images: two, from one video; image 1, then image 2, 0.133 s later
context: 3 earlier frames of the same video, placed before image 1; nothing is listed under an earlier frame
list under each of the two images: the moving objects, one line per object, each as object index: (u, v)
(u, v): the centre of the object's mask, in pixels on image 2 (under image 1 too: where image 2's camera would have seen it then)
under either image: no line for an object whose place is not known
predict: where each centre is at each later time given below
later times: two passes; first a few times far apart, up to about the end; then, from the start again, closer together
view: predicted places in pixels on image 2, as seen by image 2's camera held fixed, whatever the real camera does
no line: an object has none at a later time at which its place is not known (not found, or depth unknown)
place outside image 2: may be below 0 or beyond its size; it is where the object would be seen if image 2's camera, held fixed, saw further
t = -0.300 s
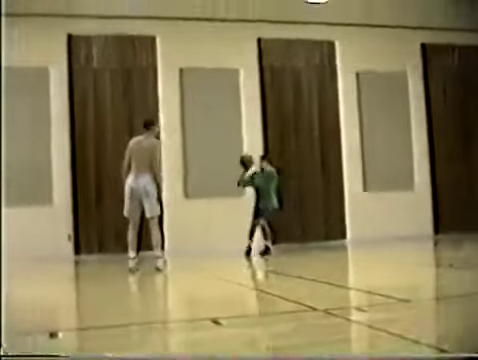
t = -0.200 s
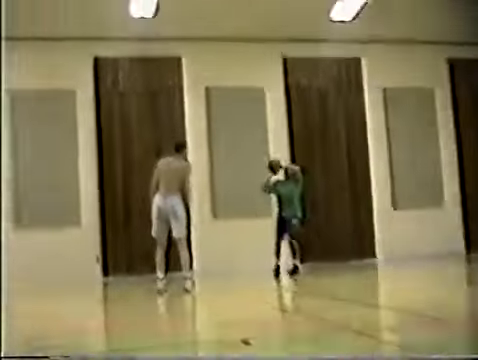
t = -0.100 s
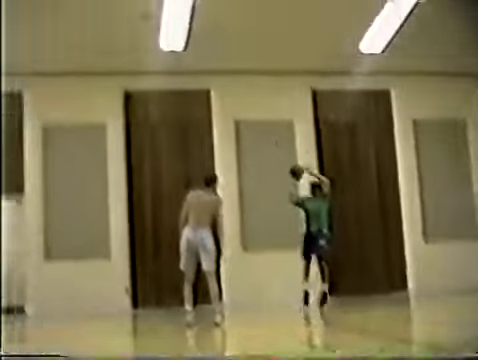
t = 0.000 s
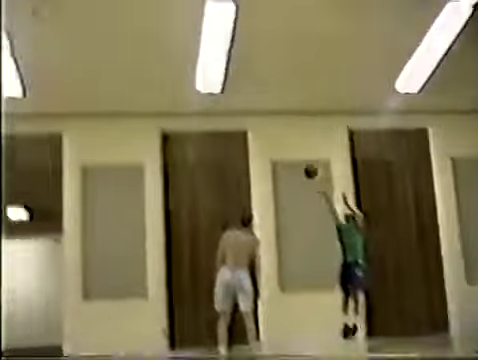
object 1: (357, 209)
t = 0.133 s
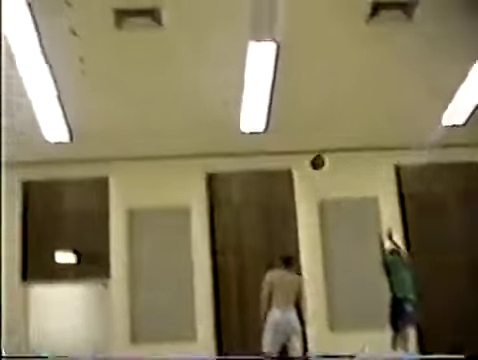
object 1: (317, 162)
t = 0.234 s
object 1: (286, 132)
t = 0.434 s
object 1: (219, 88)
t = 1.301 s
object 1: (104, 131)
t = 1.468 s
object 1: (158, 173)
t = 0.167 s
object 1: (307, 151)
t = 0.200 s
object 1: (297, 141)
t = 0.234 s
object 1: (286, 132)
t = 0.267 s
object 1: (276, 124)
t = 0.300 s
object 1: (266, 114)
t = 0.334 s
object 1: (253, 107)
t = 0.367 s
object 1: (240, 100)
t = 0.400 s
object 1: (230, 95)
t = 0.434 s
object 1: (219, 88)
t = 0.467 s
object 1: (207, 83)
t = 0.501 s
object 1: (195, 79)
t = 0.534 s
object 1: (183, 75)
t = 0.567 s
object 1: (170, 72)
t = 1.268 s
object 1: (92, 125)
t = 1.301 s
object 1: (104, 131)
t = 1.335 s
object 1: (116, 138)
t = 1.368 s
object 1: (128, 146)
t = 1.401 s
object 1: (138, 155)
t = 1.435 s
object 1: (150, 163)
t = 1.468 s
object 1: (158, 173)
